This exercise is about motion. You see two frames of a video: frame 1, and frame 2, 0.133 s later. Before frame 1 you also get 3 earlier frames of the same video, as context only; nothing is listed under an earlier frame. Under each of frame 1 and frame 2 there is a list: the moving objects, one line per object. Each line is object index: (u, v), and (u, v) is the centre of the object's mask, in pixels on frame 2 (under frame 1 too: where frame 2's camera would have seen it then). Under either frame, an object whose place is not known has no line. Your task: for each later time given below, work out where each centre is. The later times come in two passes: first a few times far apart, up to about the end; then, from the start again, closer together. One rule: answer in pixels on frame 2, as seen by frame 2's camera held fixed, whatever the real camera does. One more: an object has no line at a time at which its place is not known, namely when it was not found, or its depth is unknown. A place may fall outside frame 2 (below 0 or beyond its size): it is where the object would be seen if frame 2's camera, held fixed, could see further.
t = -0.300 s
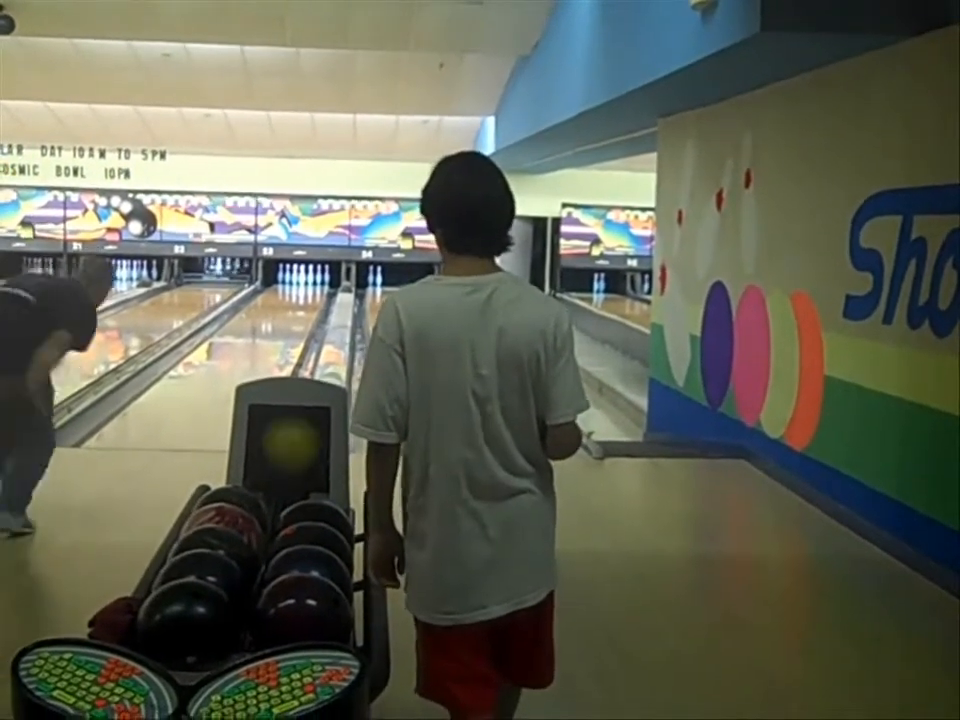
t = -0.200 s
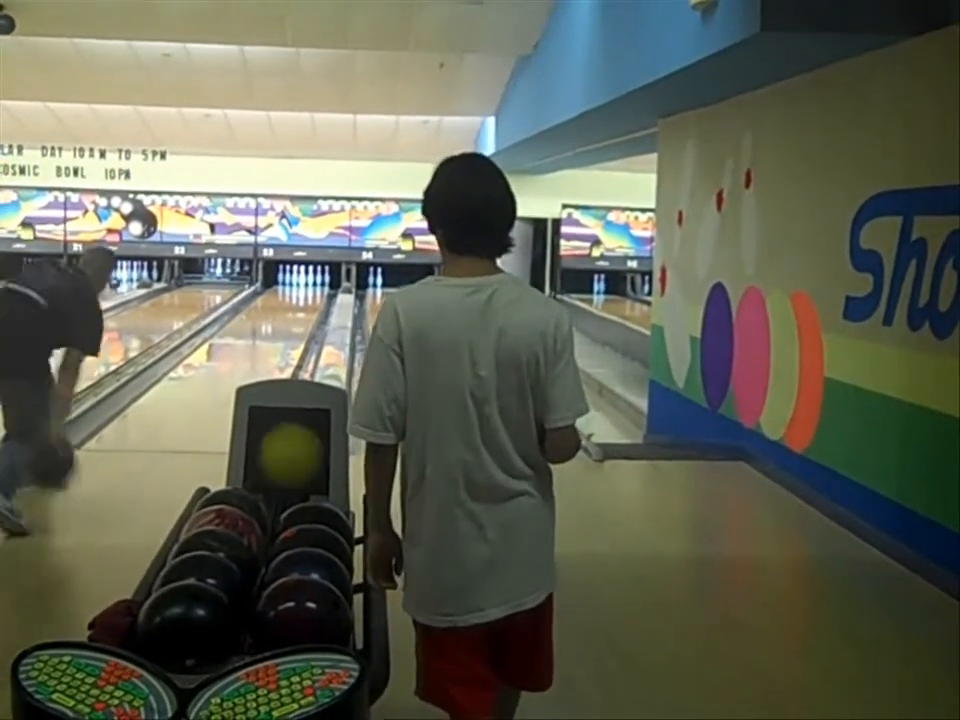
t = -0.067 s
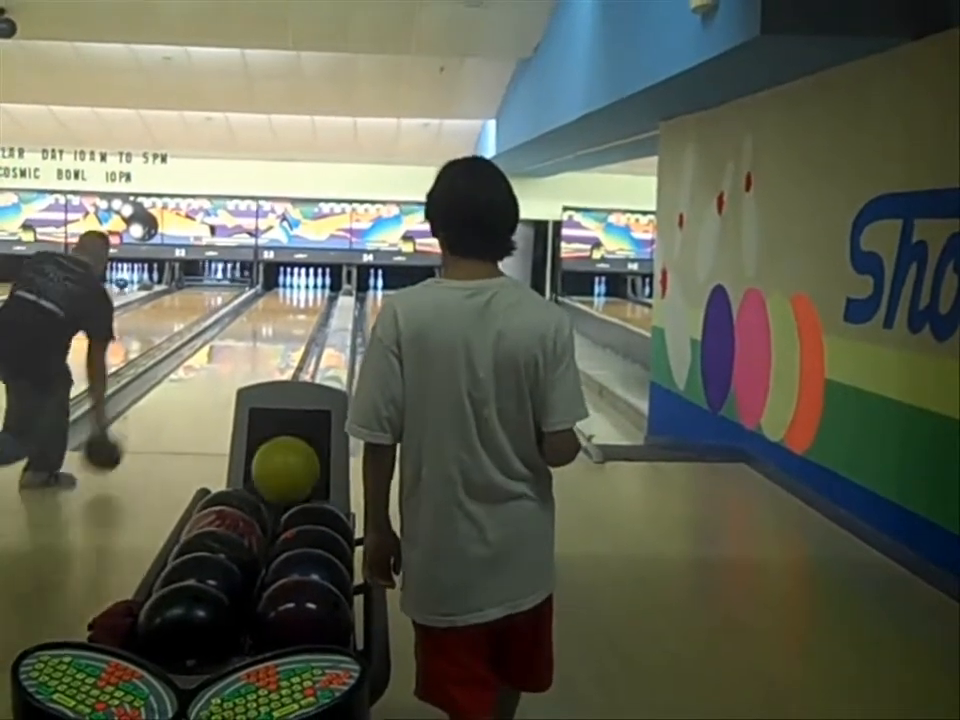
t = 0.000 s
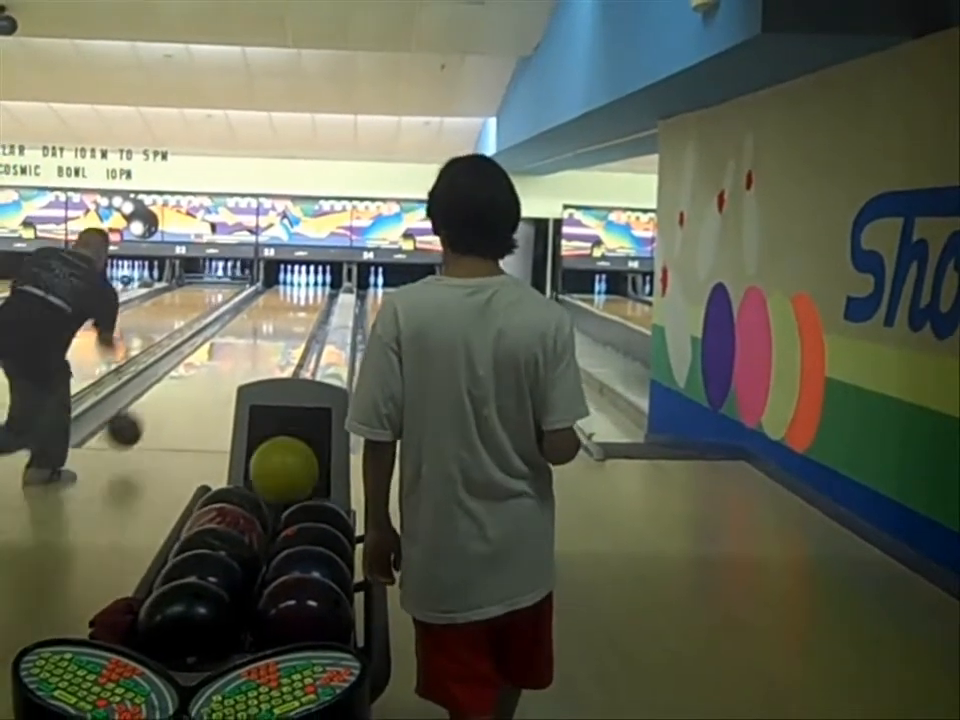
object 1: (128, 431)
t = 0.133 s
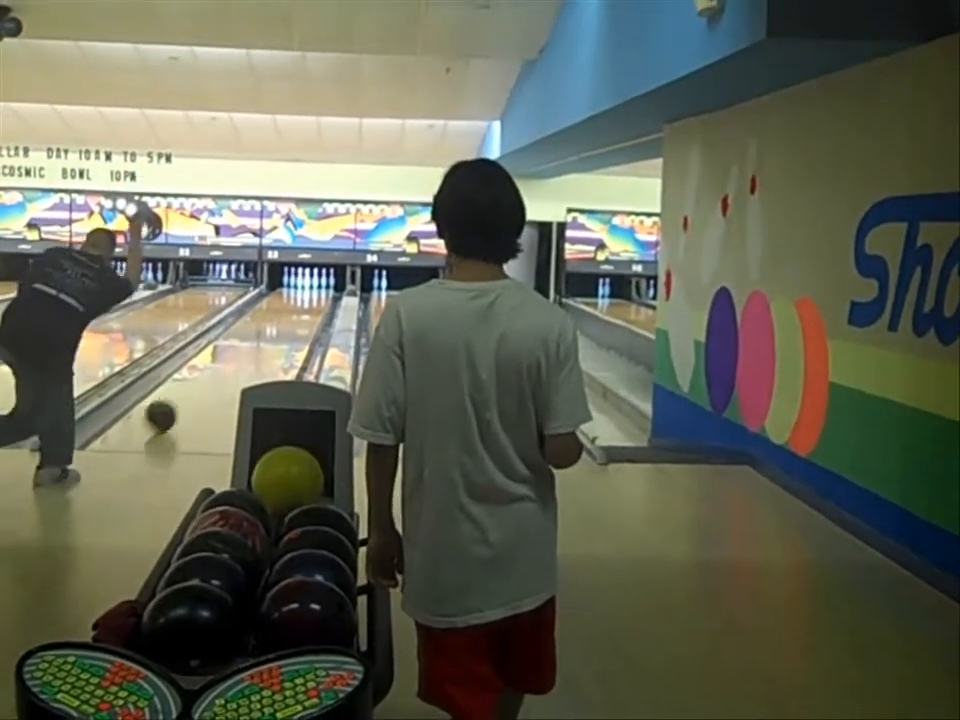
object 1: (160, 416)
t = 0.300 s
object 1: (192, 387)
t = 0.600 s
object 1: (230, 352)
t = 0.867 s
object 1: (254, 333)
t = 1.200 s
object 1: (275, 315)
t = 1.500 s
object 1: (289, 302)
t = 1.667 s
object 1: (295, 296)
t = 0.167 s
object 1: (167, 410)
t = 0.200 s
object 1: (174, 404)
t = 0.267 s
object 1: (186, 393)
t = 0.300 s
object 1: (192, 387)
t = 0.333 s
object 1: (197, 382)
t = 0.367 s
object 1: (202, 378)
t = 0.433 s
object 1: (211, 370)
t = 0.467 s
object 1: (215, 366)
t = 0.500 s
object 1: (219, 362)
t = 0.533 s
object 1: (223, 359)
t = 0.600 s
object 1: (230, 352)
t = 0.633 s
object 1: (234, 350)
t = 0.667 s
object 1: (237, 347)
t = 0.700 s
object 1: (240, 345)
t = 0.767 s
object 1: (246, 340)
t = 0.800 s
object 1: (249, 338)
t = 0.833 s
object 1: (251, 335)
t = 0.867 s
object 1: (254, 333)
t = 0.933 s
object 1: (258, 329)
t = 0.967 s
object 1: (261, 327)
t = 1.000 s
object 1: (263, 325)
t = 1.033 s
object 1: (265, 323)
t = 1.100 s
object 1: (270, 320)
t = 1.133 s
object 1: (271, 318)
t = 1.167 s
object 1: (273, 317)
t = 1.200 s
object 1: (275, 315)
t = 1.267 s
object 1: (279, 311)
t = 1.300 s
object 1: (280, 310)
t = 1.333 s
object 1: (282, 308)
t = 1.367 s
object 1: (283, 307)
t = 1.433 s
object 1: (286, 304)
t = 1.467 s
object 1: (287, 303)
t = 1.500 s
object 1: (289, 302)
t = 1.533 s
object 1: (290, 301)
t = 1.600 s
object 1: (293, 299)
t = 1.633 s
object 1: (294, 297)
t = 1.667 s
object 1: (295, 296)
